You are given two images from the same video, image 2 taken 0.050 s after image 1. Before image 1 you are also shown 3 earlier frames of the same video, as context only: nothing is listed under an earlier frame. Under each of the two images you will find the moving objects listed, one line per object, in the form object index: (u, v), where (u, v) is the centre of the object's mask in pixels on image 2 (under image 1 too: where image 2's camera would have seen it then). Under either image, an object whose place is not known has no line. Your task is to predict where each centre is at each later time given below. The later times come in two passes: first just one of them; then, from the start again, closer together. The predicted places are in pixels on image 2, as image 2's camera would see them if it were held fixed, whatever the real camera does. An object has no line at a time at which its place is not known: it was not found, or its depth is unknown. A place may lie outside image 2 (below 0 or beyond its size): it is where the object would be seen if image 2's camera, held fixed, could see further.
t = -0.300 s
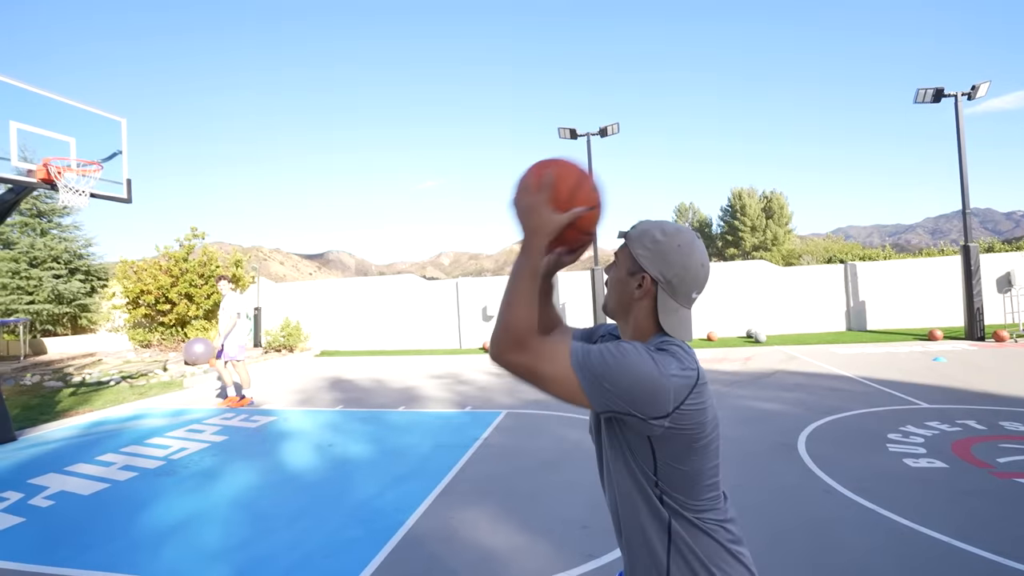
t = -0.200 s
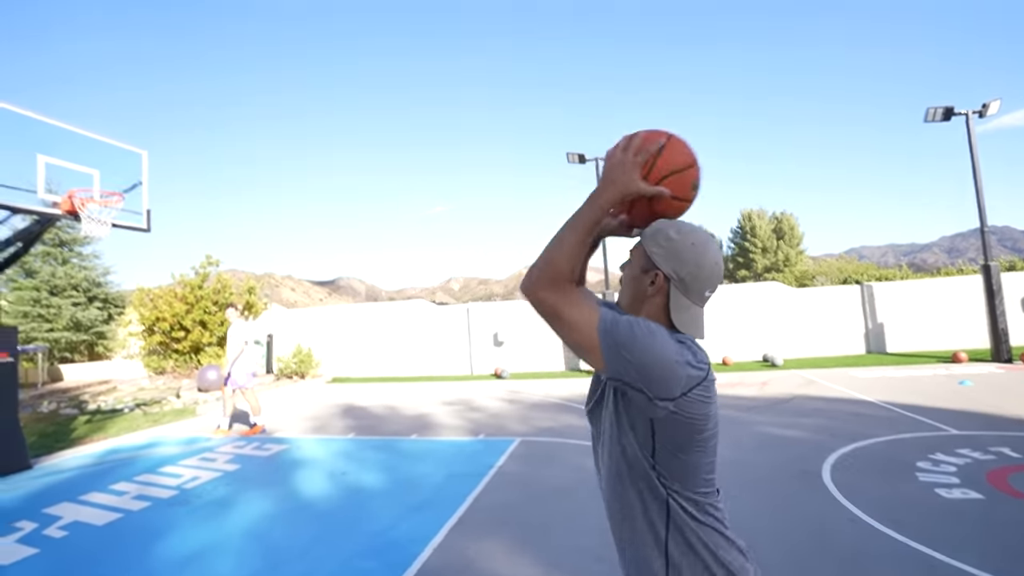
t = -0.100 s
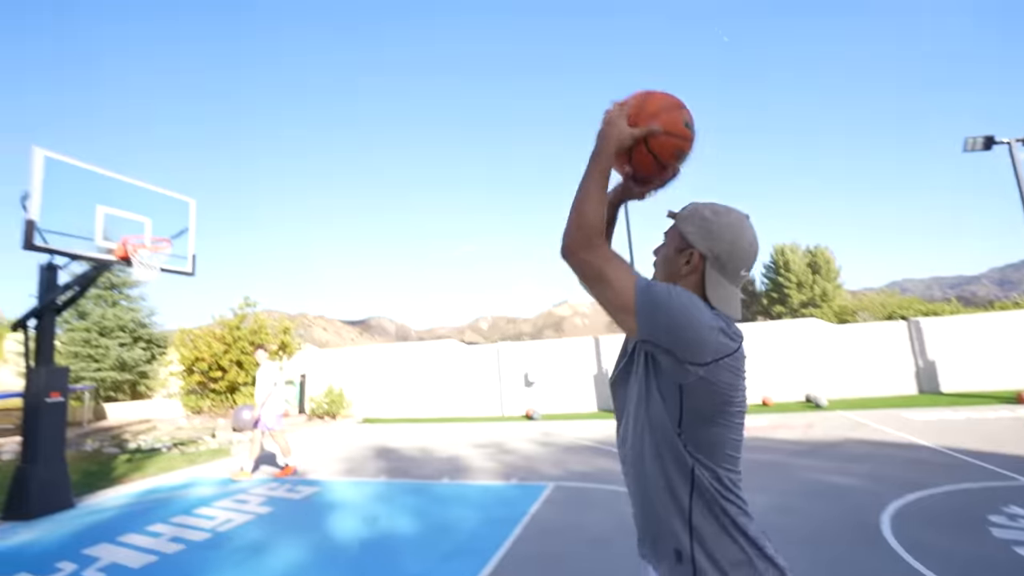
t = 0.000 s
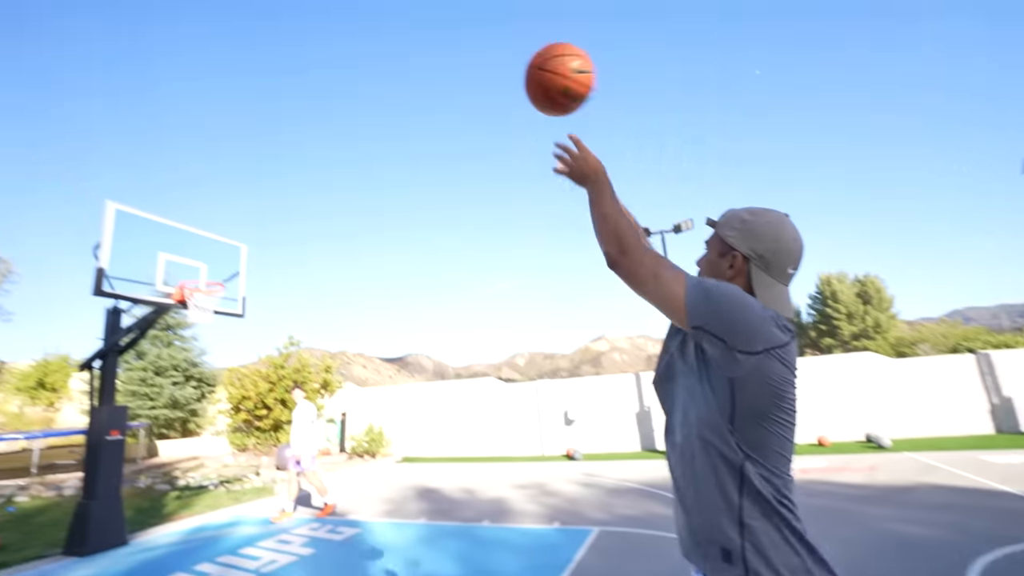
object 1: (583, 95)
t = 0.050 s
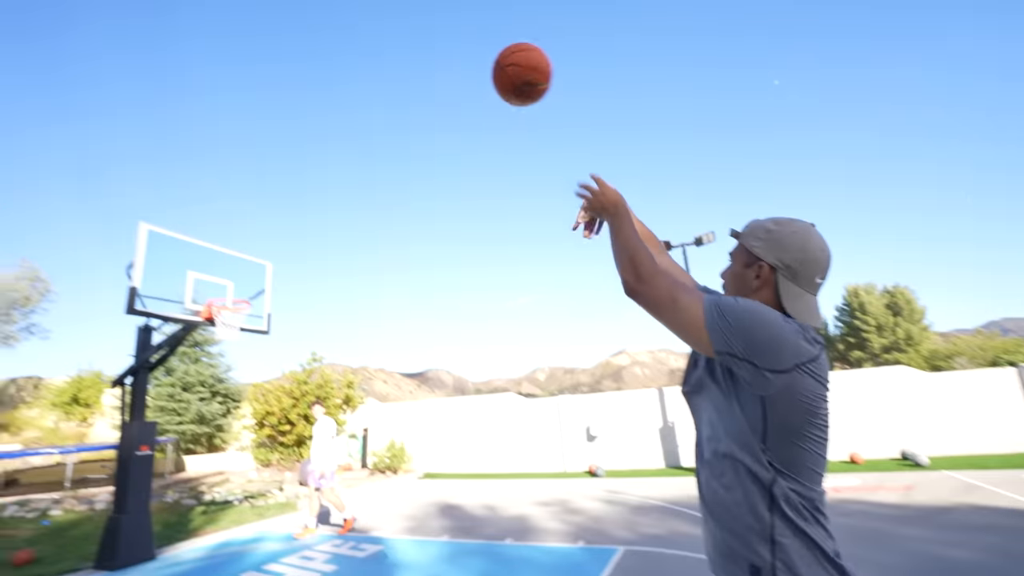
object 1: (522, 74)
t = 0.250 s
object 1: (389, 67)
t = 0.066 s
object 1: (505, 69)
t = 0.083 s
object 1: (489, 66)
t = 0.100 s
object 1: (474, 64)
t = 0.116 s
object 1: (460, 63)
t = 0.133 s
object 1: (449, 62)
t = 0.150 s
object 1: (438, 62)
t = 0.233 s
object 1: (397, 65)
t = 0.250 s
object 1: (389, 67)
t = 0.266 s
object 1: (383, 68)
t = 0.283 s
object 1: (378, 69)
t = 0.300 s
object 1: (372, 71)
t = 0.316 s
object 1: (367, 72)
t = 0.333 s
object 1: (369, 78)
